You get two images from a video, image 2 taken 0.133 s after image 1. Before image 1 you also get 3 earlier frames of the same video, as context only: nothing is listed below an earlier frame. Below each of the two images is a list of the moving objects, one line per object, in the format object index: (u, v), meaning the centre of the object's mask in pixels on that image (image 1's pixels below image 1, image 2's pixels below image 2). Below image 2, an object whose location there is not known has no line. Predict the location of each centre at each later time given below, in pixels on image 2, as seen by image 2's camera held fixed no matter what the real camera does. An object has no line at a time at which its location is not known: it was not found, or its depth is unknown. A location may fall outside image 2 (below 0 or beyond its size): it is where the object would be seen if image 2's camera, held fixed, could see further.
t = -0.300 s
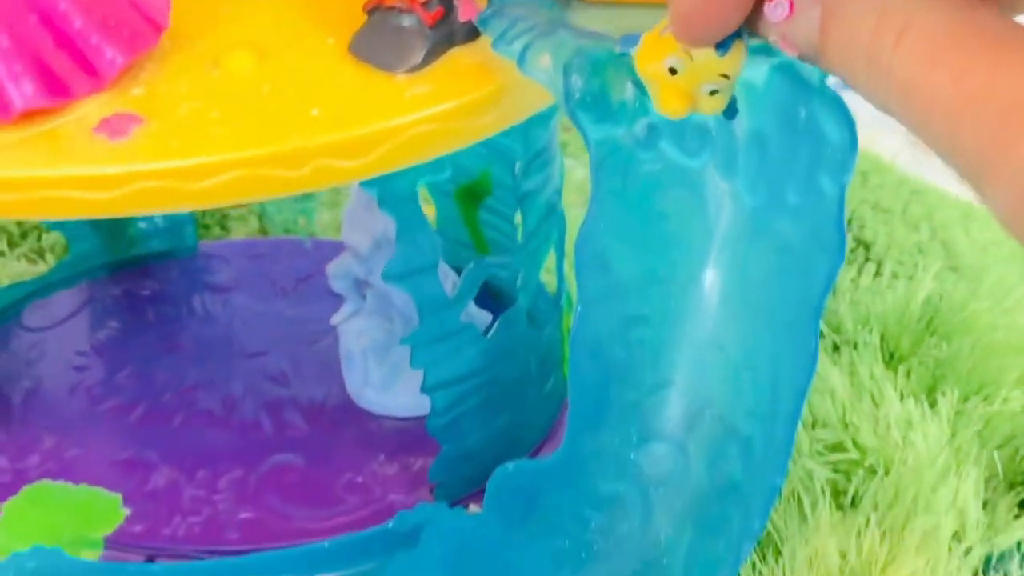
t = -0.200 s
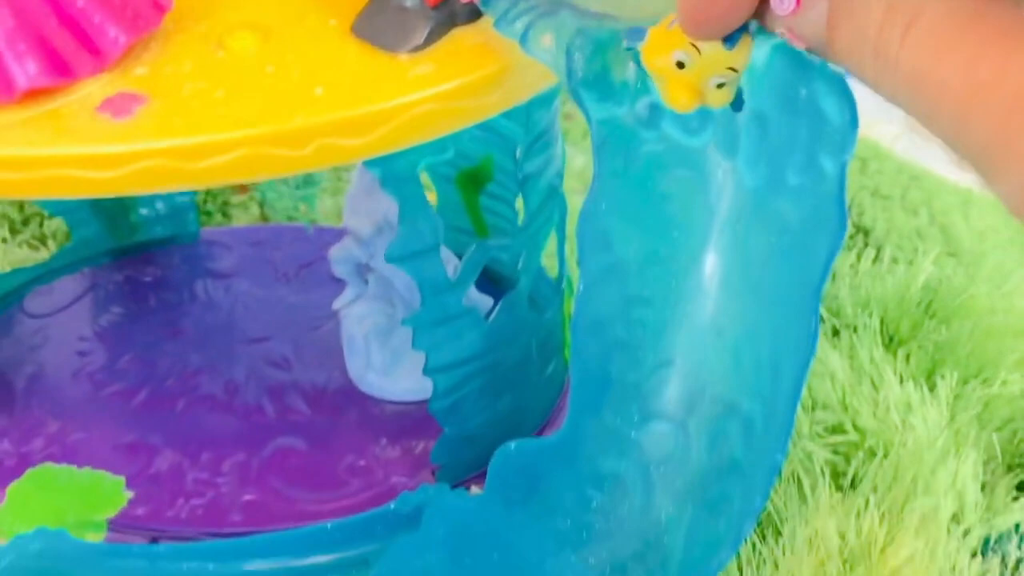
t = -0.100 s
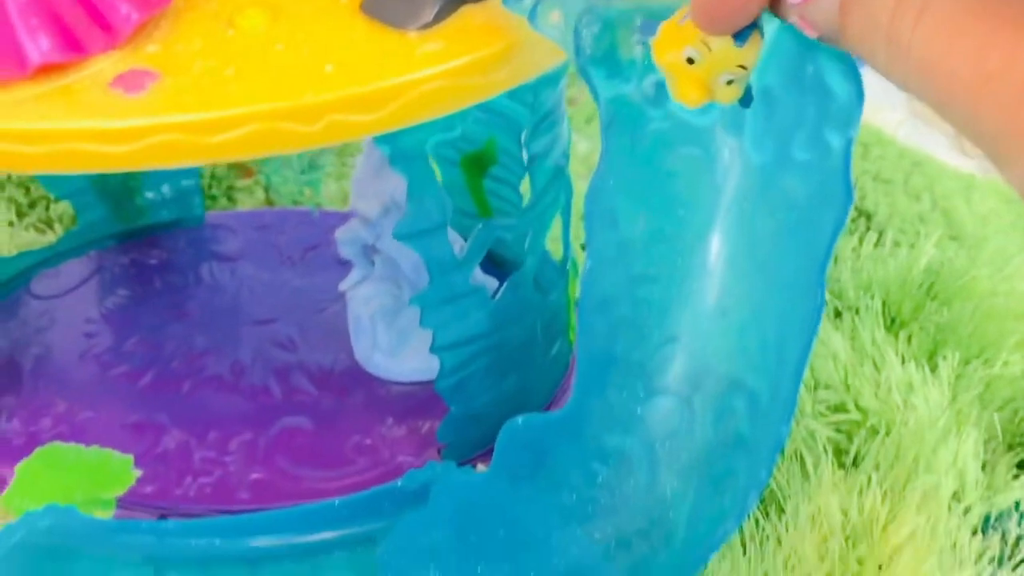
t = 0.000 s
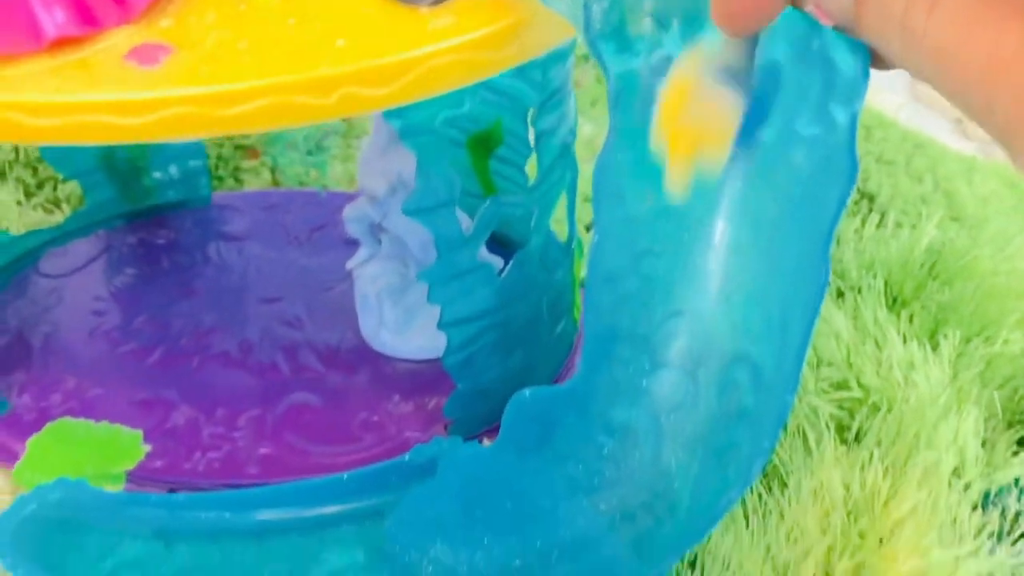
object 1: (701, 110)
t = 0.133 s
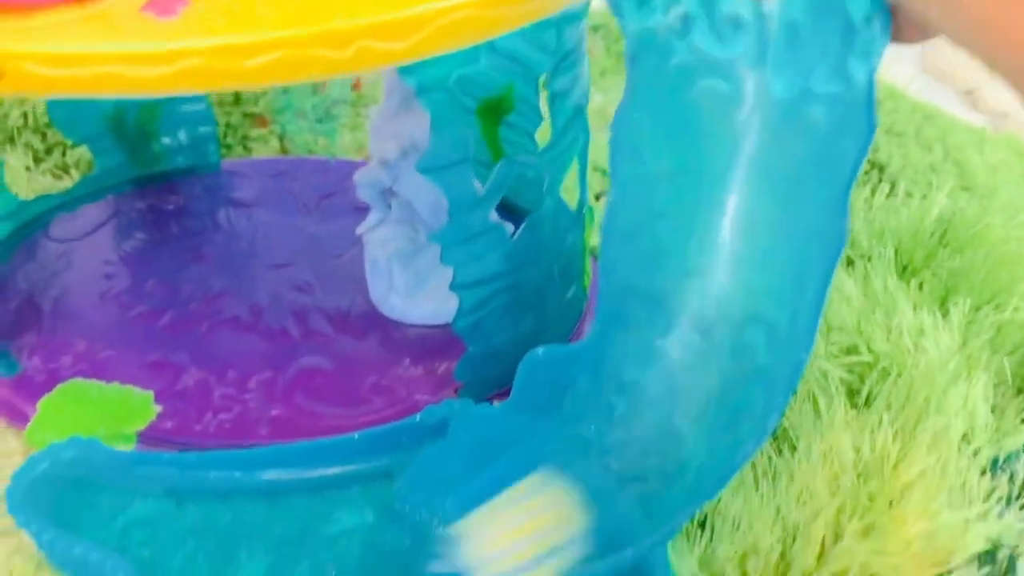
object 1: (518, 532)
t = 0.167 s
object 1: (397, 558)
